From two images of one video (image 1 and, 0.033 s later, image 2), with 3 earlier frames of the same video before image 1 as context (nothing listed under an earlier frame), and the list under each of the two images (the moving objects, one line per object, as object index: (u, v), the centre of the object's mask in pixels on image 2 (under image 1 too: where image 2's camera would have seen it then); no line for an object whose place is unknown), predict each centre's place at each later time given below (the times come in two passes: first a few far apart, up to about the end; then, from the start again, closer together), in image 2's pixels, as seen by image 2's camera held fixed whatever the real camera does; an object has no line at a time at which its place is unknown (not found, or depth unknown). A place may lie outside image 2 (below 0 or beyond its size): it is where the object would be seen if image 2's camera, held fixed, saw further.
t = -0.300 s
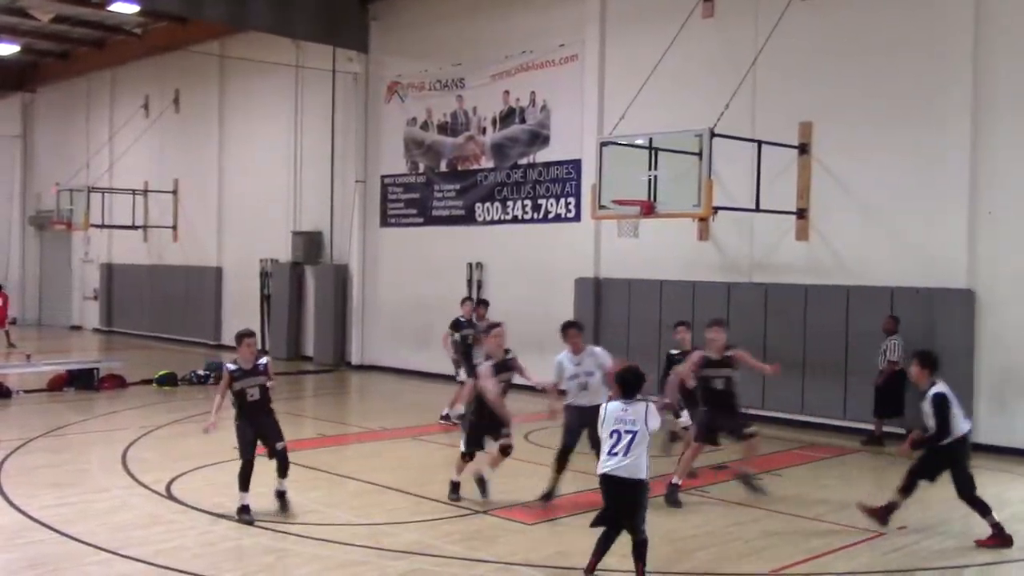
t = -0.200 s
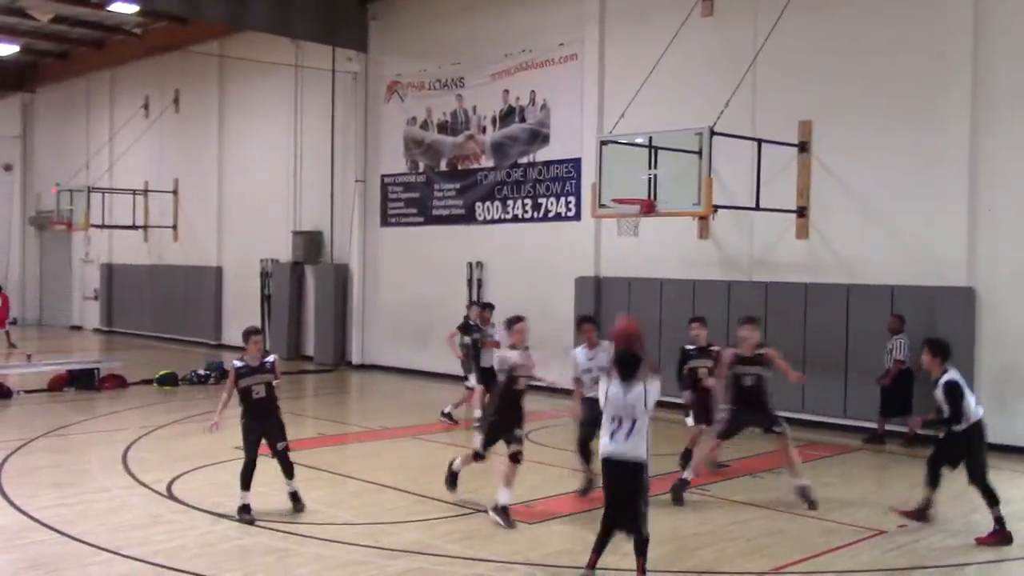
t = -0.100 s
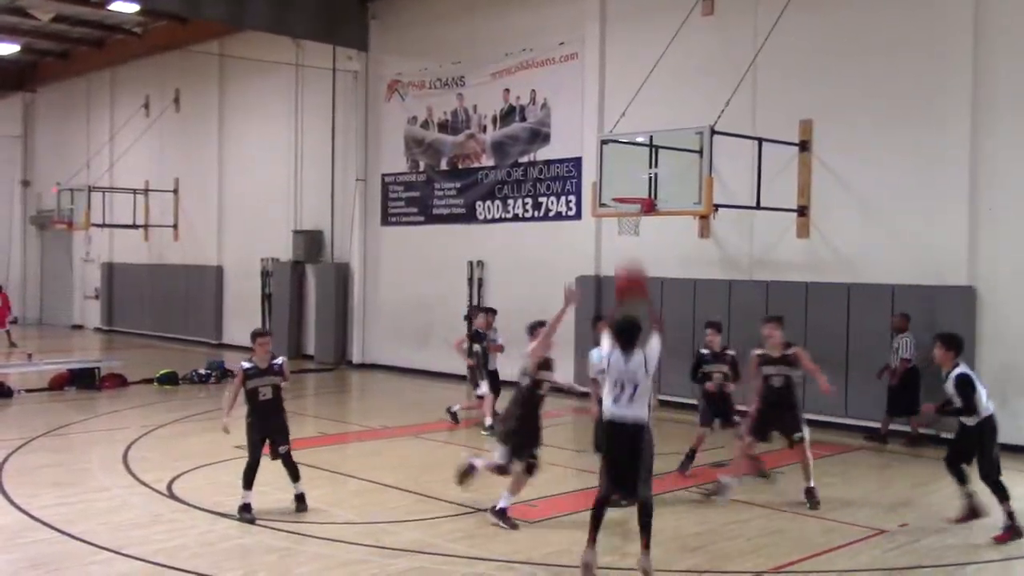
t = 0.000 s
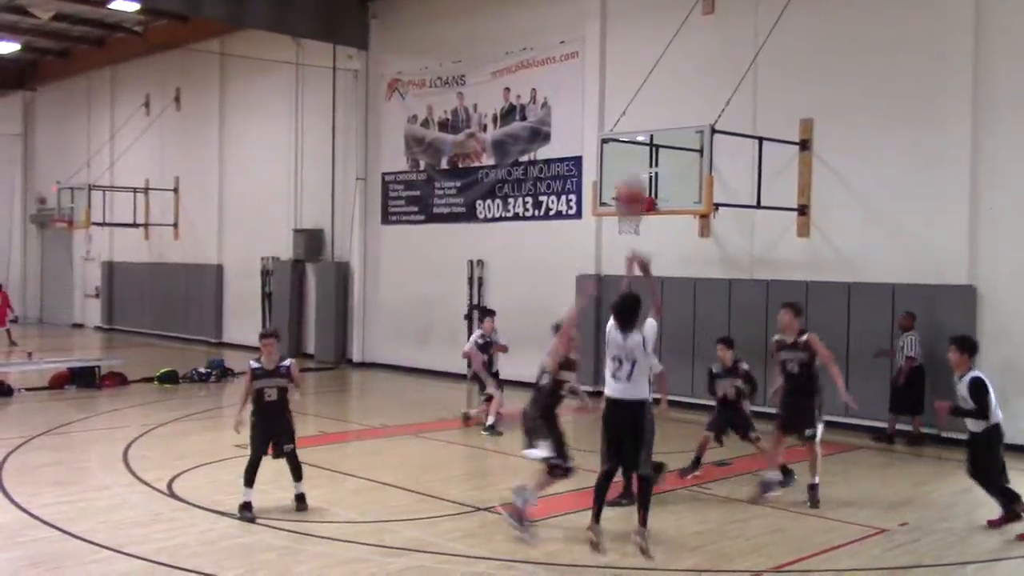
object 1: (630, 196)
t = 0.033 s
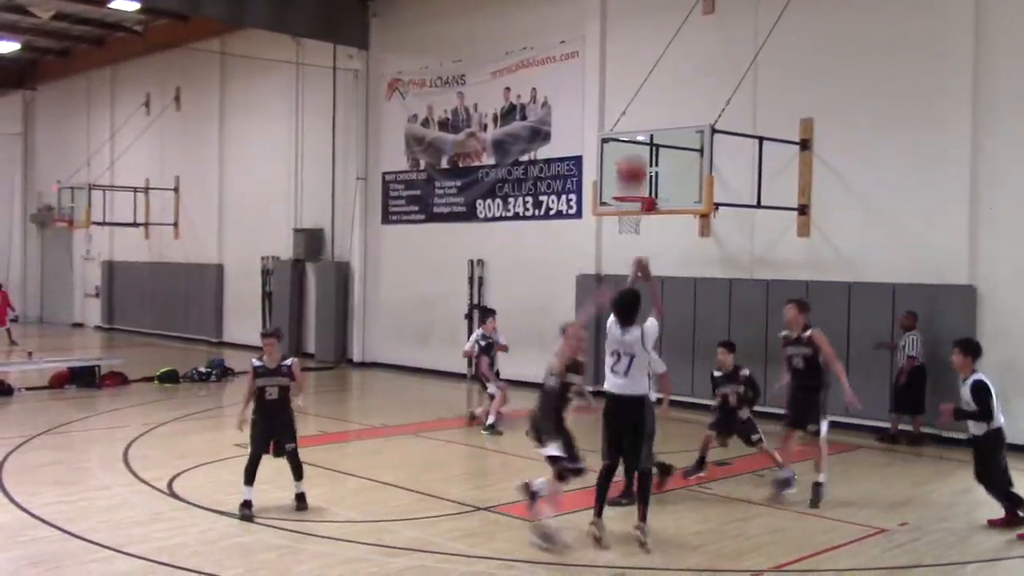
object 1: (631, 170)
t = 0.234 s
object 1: (633, 72)
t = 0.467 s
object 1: (635, 31)
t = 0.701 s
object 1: (636, 49)
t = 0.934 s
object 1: (636, 109)
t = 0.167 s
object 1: (633, 98)
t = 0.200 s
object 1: (633, 84)
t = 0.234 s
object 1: (633, 72)
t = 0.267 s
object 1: (634, 62)
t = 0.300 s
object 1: (634, 53)
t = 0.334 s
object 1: (635, 46)
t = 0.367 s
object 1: (635, 40)
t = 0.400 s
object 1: (635, 36)
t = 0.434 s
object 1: (635, 33)
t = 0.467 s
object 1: (635, 31)
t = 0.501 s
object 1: (636, 30)
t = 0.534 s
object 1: (636, 31)
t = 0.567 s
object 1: (635, 32)
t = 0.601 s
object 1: (635, 35)
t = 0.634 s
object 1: (636, 39)
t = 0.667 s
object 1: (636, 44)
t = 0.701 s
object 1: (636, 49)
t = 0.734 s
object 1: (636, 55)
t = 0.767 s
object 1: (636, 62)
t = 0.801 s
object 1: (636, 70)
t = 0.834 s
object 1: (635, 79)
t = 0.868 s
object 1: (635, 89)
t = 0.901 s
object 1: (636, 99)
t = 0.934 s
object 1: (636, 109)
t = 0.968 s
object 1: (635, 120)
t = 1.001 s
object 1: (635, 131)
